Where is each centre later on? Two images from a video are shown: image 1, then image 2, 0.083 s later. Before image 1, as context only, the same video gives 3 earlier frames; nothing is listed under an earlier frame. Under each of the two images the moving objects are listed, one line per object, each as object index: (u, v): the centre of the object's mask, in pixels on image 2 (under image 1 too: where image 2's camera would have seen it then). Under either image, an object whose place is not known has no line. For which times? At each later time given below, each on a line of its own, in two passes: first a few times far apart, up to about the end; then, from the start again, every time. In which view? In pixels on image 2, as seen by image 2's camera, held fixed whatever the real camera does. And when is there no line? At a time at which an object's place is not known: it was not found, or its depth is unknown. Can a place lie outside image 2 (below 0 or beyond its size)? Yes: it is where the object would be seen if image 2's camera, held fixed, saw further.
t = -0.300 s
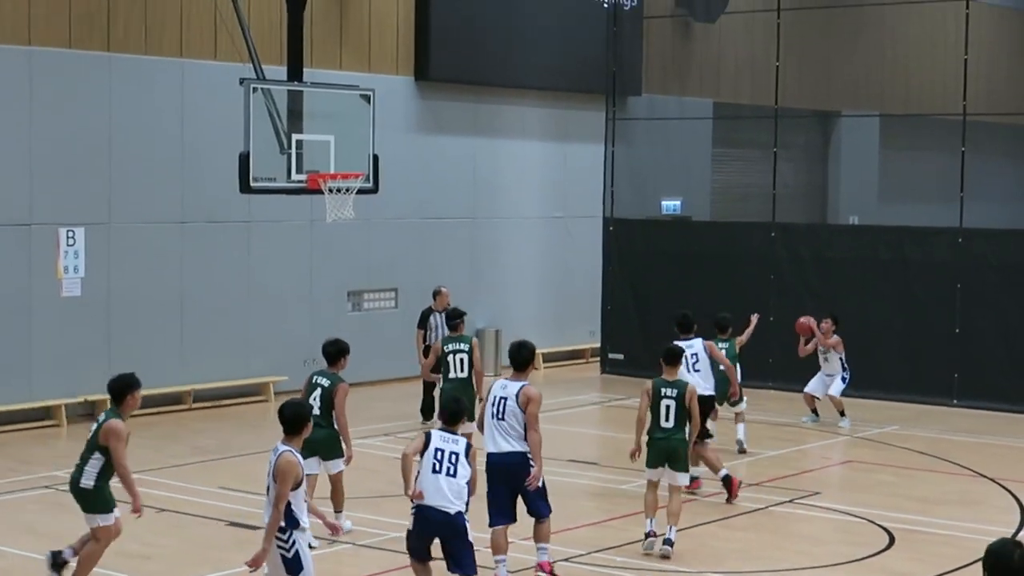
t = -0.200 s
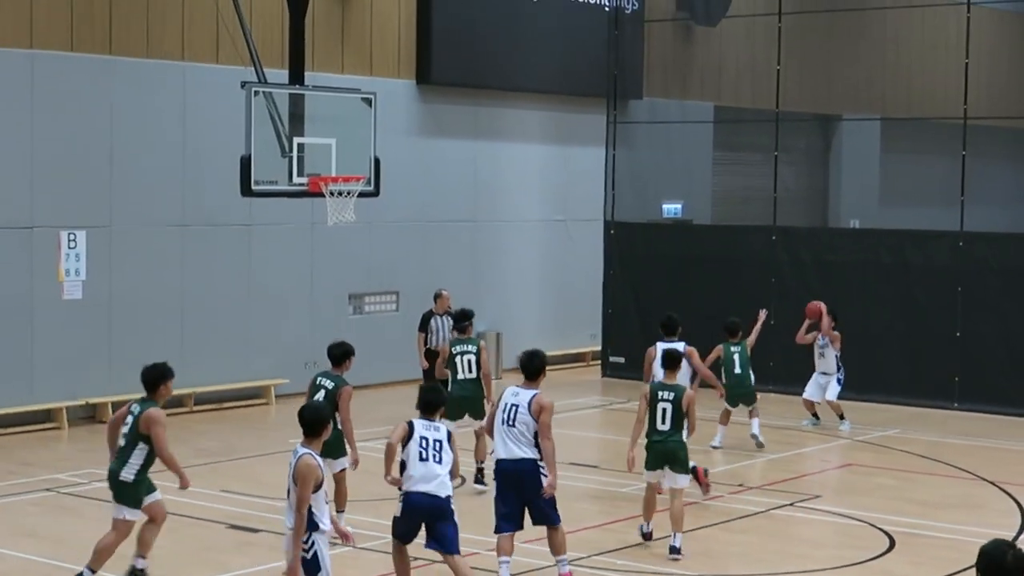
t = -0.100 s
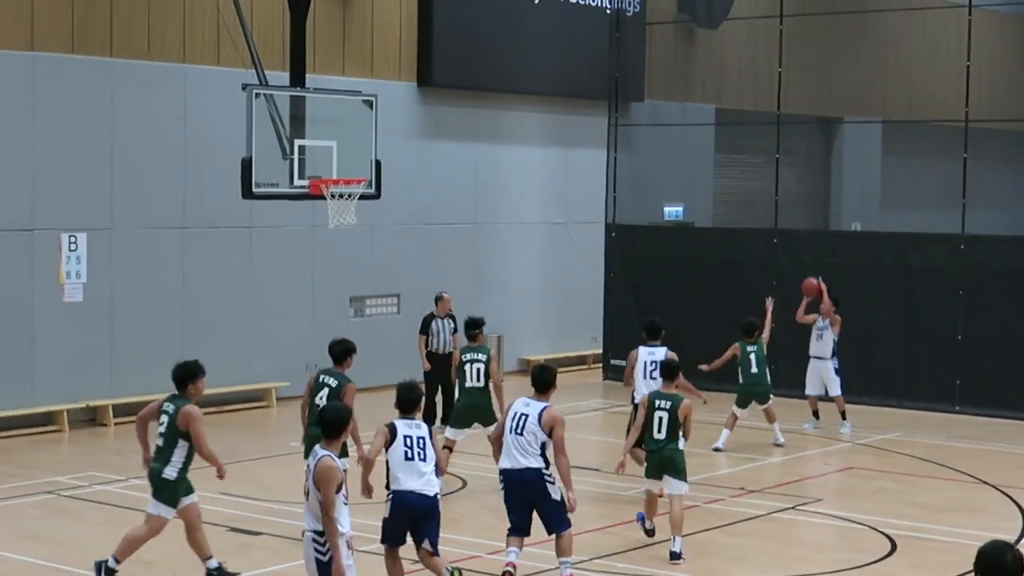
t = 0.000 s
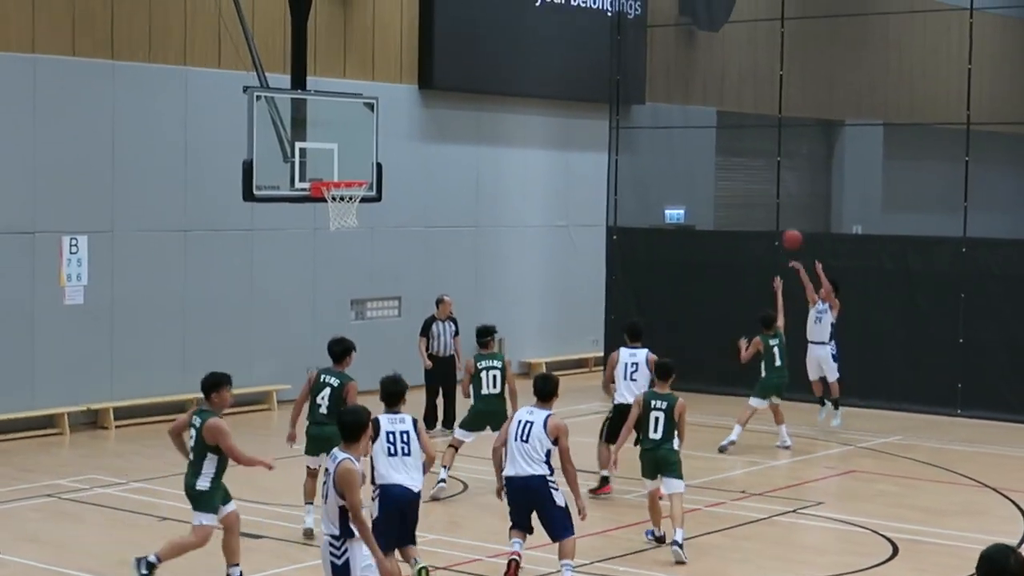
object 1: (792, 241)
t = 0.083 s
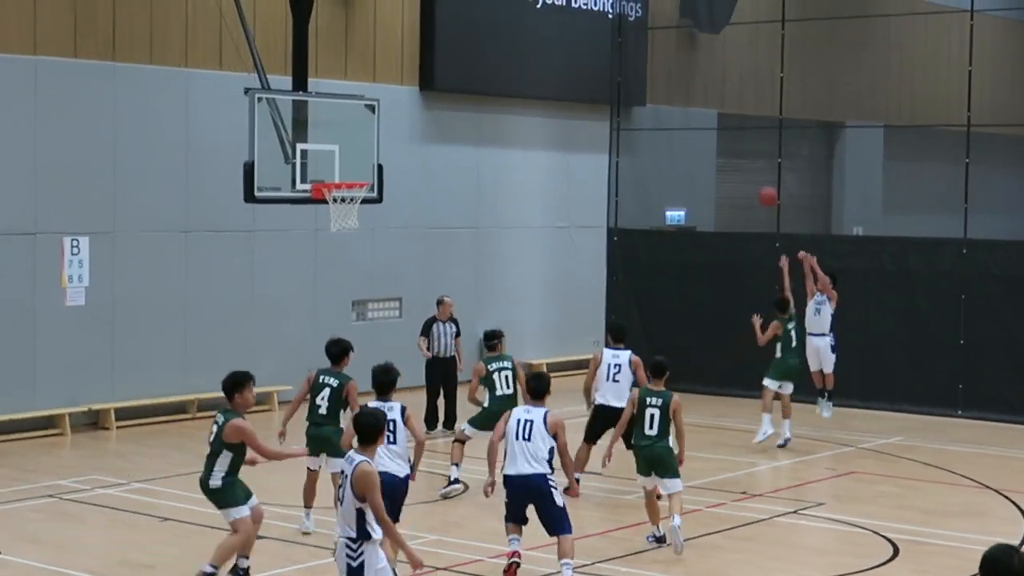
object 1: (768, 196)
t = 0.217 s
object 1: (727, 136)
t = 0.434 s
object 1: (657, 65)
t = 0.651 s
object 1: (582, 30)
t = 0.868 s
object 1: (504, 34)
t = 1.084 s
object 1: (419, 82)
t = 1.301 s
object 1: (330, 175)
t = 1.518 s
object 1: (433, 154)
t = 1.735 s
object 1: (528, 174)
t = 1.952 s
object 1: (615, 235)
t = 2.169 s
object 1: (693, 331)
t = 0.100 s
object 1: (763, 188)
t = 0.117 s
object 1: (758, 181)
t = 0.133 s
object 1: (753, 173)
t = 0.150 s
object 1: (748, 165)
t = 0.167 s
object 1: (743, 158)
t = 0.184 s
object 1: (738, 150)
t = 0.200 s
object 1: (732, 143)
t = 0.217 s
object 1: (727, 136)
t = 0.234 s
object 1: (722, 130)
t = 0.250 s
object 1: (717, 124)
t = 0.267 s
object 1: (711, 117)
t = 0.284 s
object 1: (706, 111)
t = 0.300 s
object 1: (700, 105)
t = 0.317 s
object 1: (695, 99)
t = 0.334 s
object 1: (690, 94)
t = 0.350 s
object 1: (685, 89)
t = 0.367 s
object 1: (679, 83)
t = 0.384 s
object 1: (674, 78)
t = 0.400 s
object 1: (668, 73)
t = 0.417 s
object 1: (662, 69)
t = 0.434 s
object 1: (657, 65)
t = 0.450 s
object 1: (651, 62)
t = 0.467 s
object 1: (646, 57)
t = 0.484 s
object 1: (640, 54)
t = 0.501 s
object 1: (635, 51)
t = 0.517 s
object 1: (629, 47)
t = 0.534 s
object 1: (623, 44)
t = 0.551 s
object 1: (618, 42)
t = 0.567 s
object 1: (612, 40)
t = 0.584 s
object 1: (606, 36)
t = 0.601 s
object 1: (600, 35)
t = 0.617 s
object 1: (595, 33)
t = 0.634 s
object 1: (588, 31)
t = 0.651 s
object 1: (582, 30)
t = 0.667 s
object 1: (577, 29)
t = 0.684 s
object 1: (570, 28)
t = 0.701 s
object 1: (564, 27)
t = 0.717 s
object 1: (559, 26)
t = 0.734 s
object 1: (553, 26)
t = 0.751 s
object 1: (547, 27)
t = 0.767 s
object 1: (541, 27)
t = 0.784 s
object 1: (534, 27)
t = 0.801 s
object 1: (528, 28)
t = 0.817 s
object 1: (522, 29)
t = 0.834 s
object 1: (516, 30)
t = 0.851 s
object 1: (510, 32)
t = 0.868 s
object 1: (504, 34)
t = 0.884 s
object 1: (497, 36)
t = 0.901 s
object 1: (491, 38)
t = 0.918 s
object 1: (485, 41)
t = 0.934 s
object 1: (478, 44)
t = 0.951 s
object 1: (472, 47)
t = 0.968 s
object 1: (465, 51)
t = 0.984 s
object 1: (459, 54)
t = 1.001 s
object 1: (452, 58)
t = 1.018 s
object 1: (446, 62)
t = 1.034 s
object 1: (438, 68)
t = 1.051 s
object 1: (432, 73)
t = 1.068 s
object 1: (425, 77)
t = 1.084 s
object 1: (419, 82)
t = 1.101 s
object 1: (412, 88)
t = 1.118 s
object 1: (405, 95)
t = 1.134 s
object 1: (398, 101)
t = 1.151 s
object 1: (392, 107)
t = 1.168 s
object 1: (385, 114)
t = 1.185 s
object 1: (378, 121)
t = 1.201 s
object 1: (371, 129)
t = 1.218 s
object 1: (364, 136)
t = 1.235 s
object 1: (357, 144)
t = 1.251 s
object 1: (351, 153)
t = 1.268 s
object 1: (343, 161)
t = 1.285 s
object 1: (336, 170)
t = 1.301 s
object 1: (330, 175)
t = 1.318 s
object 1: (337, 174)
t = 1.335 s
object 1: (346, 172)
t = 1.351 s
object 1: (354, 169)
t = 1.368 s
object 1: (362, 166)
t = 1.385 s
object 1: (370, 164)
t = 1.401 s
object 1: (378, 162)
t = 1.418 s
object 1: (386, 160)
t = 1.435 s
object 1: (394, 158)
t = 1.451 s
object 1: (401, 157)
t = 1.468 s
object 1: (409, 156)
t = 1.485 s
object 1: (417, 155)
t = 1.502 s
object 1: (425, 154)
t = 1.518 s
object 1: (433, 154)
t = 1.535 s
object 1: (440, 154)
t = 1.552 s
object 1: (448, 154)
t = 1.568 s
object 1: (455, 155)
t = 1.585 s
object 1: (463, 155)
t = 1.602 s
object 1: (470, 157)
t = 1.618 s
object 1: (478, 158)
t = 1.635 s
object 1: (485, 160)
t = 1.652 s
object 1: (492, 161)
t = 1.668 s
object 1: (500, 163)
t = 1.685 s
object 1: (507, 166)
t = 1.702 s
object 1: (514, 168)
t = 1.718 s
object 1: (521, 171)
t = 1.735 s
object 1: (528, 174)
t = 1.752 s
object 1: (535, 177)
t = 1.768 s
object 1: (542, 181)
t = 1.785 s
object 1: (549, 184)
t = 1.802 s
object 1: (556, 189)
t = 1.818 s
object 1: (563, 193)
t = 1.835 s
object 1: (569, 197)
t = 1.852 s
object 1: (576, 202)
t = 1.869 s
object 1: (582, 207)
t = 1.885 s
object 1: (589, 212)
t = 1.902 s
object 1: (595, 217)
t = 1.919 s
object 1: (602, 222)
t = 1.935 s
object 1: (609, 229)
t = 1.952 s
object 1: (615, 235)
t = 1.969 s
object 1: (621, 241)
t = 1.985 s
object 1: (627, 247)
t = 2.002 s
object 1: (633, 254)
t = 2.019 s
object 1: (639, 260)
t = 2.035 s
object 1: (645, 268)
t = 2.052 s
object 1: (651, 275)
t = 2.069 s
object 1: (657, 283)
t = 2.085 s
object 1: (663, 290)
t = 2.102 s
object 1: (670, 298)
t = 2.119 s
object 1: (675, 306)
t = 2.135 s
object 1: (681, 314)
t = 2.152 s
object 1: (686, 323)
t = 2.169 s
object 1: (693, 331)
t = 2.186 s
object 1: (698, 341)
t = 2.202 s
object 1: (703, 350)
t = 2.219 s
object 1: (709, 359)
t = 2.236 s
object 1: (714, 368)
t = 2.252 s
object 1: (720, 378)
